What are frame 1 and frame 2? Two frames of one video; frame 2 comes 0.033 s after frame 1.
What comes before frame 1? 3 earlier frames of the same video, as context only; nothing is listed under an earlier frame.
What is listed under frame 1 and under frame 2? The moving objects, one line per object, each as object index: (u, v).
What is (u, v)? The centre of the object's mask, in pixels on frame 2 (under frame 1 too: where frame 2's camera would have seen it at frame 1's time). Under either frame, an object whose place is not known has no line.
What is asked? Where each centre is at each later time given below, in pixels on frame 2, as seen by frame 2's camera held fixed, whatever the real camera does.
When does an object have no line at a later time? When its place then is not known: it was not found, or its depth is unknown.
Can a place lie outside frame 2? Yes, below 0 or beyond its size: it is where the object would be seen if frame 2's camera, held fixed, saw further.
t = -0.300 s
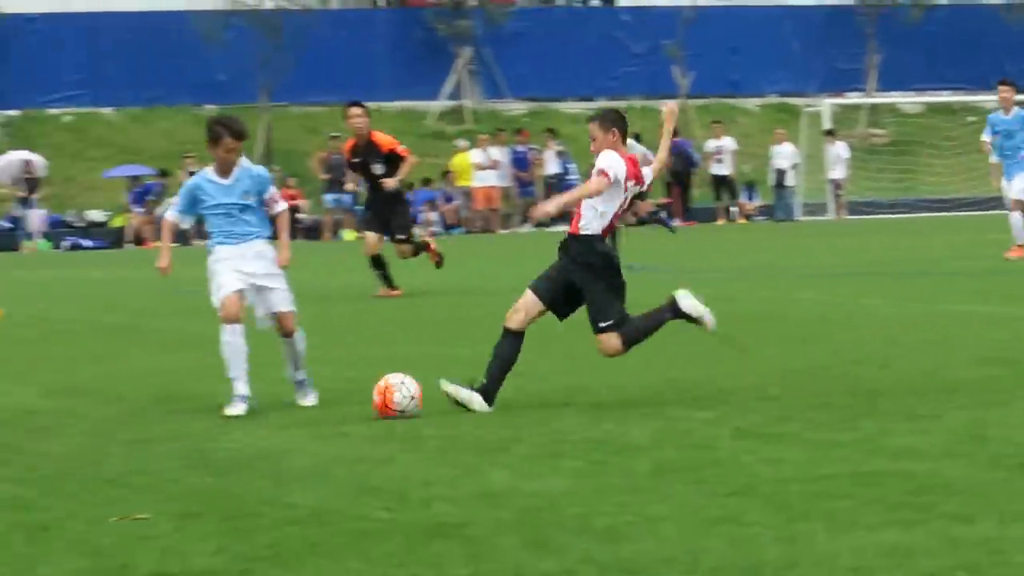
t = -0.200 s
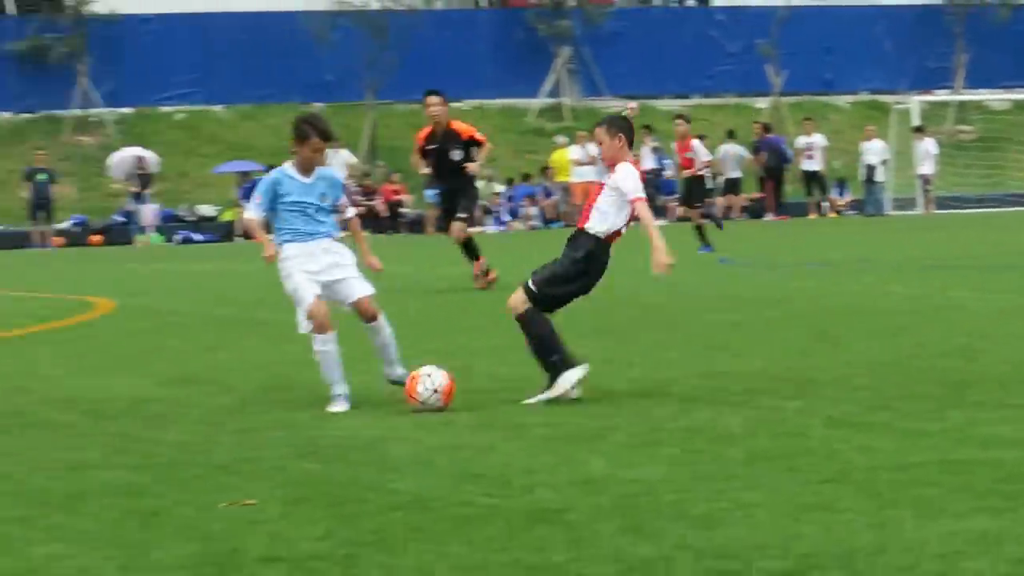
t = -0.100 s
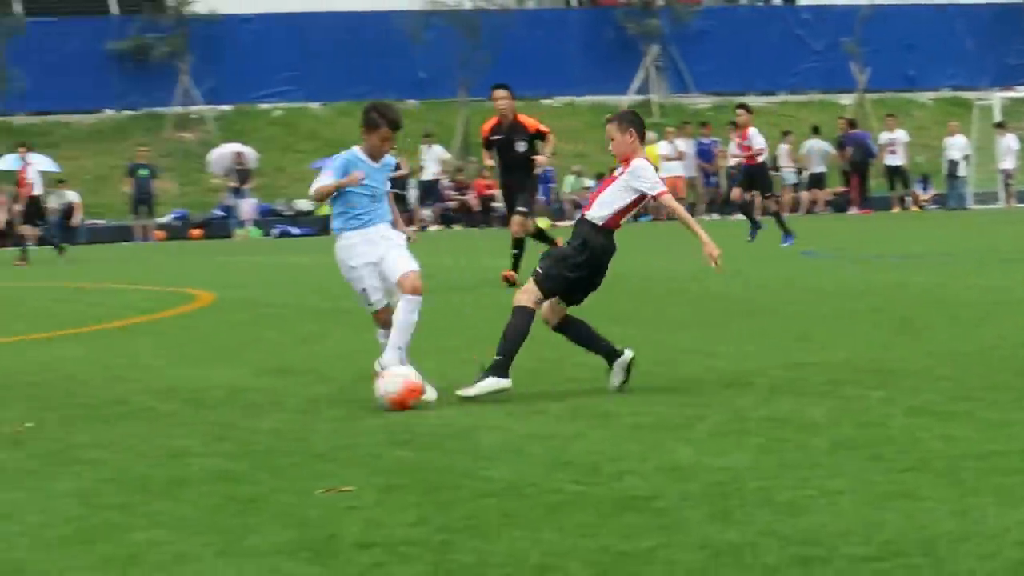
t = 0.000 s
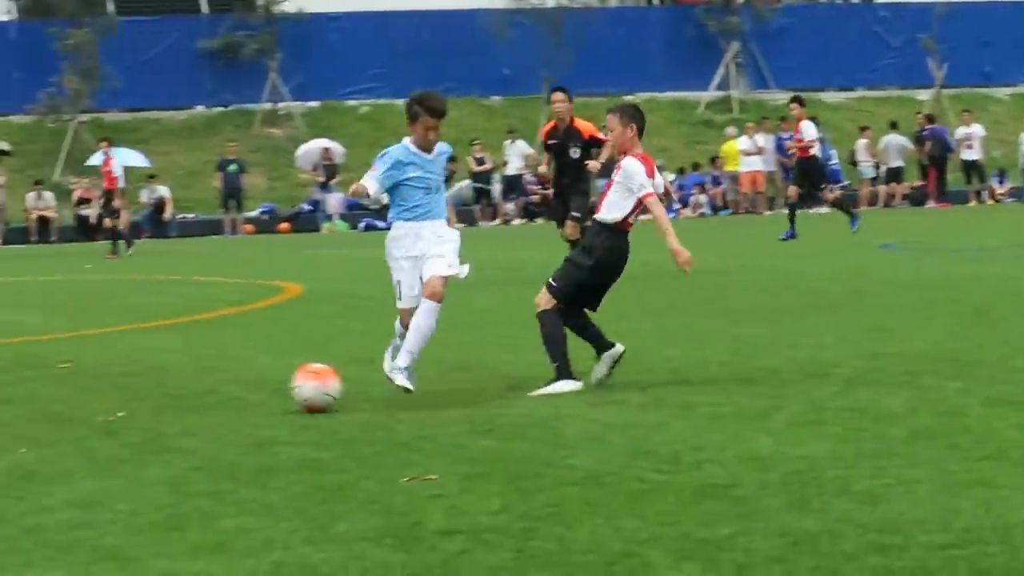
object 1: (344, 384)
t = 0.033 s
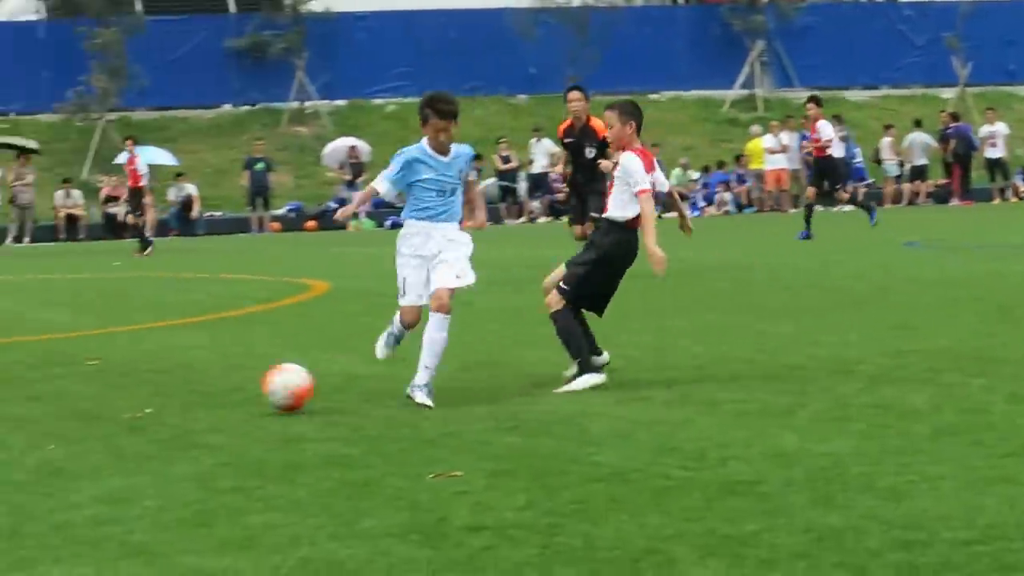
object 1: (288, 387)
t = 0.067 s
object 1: (230, 392)
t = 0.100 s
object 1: (172, 401)
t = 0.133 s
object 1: (114, 409)
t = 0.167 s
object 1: (58, 408)
